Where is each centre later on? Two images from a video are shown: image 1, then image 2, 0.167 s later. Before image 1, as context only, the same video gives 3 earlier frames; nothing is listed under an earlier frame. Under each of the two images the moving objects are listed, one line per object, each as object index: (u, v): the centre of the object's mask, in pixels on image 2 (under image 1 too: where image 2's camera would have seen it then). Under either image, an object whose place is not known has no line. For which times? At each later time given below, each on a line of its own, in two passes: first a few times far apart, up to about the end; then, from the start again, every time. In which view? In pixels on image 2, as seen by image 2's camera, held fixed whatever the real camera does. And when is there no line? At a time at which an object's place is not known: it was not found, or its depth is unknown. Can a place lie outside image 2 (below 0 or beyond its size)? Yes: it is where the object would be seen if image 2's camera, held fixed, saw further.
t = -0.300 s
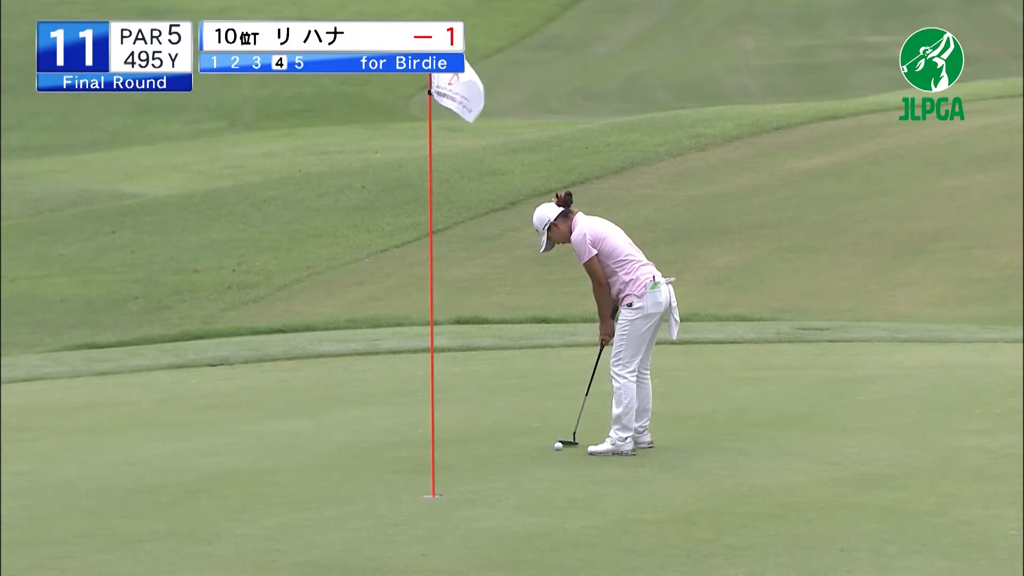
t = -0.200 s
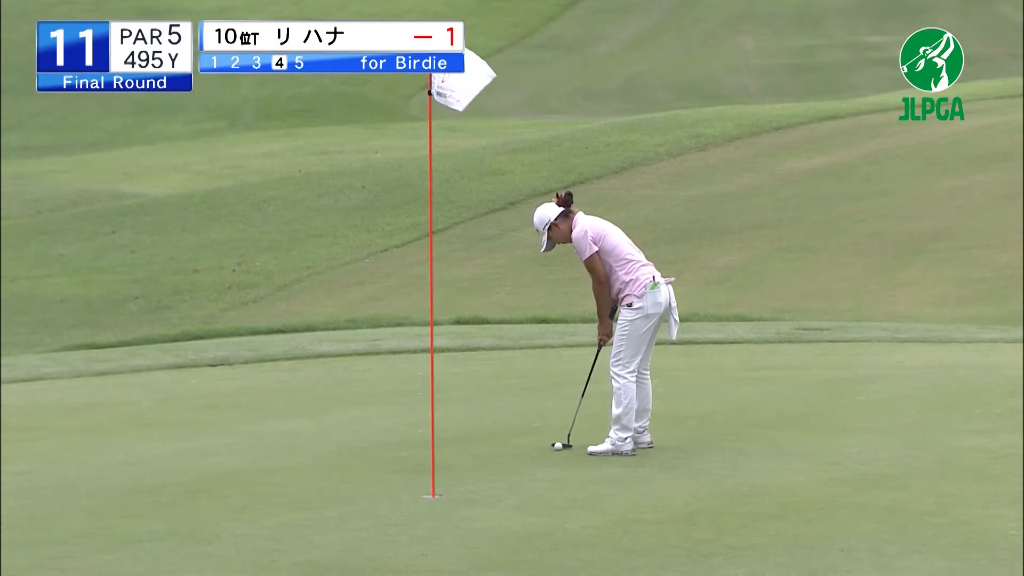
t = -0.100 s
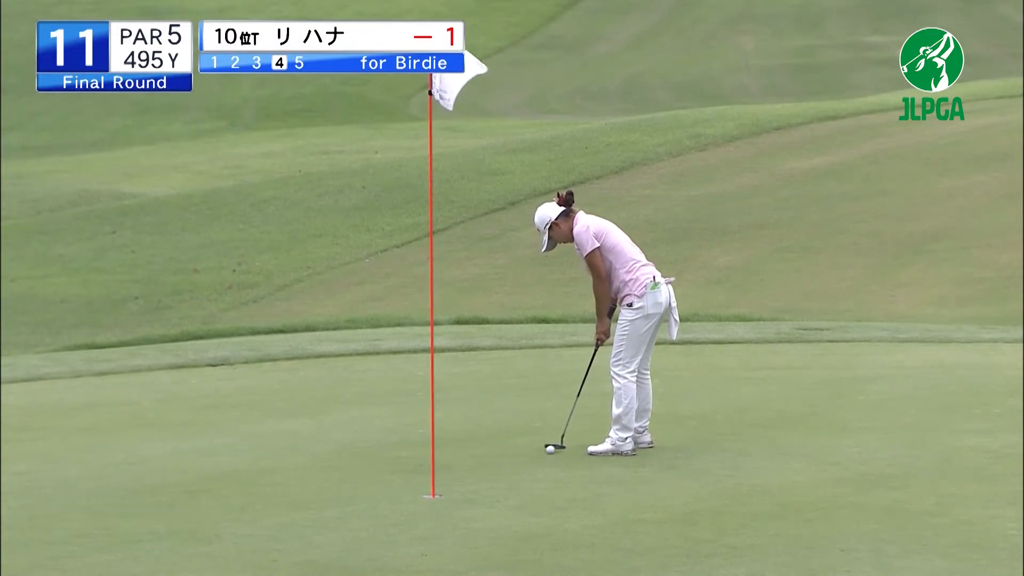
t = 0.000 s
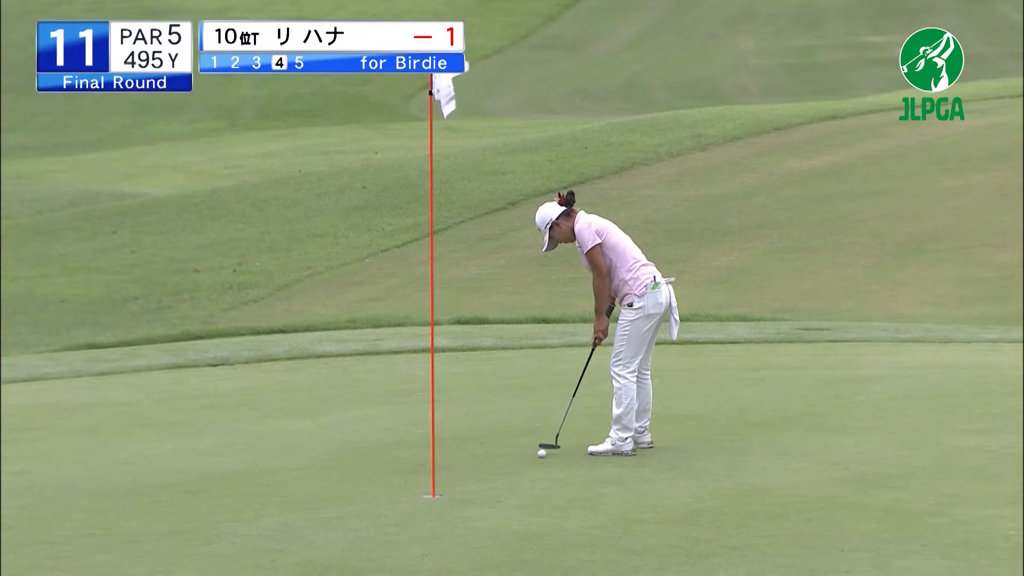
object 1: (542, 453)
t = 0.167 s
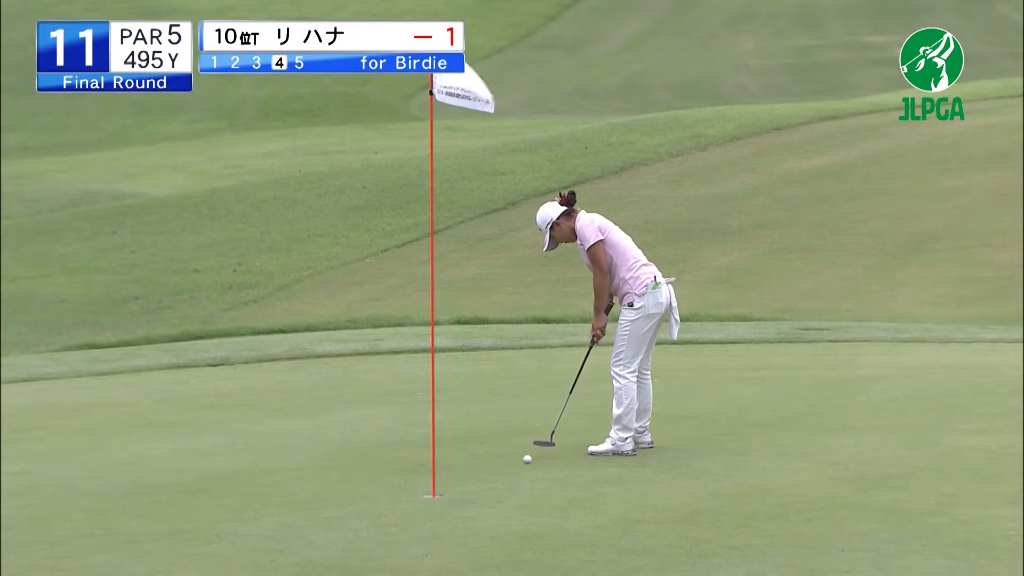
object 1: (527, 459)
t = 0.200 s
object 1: (524, 461)
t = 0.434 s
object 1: (504, 468)
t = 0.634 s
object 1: (488, 474)
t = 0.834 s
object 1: (472, 480)
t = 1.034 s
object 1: (457, 485)
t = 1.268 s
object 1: (440, 492)
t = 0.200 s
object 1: (524, 461)
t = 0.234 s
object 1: (521, 462)
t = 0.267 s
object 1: (518, 462)
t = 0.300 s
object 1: (516, 464)
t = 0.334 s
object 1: (513, 465)
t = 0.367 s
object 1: (510, 466)
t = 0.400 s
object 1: (507, 467)
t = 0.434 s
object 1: (504, 468)
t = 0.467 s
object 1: (501, 469)
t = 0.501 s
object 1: (499, 470)
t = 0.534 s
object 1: (496, 471)
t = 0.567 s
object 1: (493, 472)
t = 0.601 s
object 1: (491, 473)
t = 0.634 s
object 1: (488, 474)
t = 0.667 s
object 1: (485, 475)
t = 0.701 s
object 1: (483, 476)
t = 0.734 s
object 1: (480, 477)
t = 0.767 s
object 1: (477, 478)
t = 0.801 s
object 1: (475, 479)
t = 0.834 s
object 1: (472, 480)
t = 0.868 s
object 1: (470, 480)
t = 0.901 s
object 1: (467, 481)
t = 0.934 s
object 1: (464, 482)
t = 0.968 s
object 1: (462, 484)
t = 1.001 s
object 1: (459, 484)
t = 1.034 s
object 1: (457, 485)
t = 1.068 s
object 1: (454, 486)
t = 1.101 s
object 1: (452, 487)
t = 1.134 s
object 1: (449, 488)
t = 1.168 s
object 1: (447, 488)
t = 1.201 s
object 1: (445, 489)
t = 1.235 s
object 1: (442, 490)
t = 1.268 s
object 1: (440, 492)
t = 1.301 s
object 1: (438, 493)
